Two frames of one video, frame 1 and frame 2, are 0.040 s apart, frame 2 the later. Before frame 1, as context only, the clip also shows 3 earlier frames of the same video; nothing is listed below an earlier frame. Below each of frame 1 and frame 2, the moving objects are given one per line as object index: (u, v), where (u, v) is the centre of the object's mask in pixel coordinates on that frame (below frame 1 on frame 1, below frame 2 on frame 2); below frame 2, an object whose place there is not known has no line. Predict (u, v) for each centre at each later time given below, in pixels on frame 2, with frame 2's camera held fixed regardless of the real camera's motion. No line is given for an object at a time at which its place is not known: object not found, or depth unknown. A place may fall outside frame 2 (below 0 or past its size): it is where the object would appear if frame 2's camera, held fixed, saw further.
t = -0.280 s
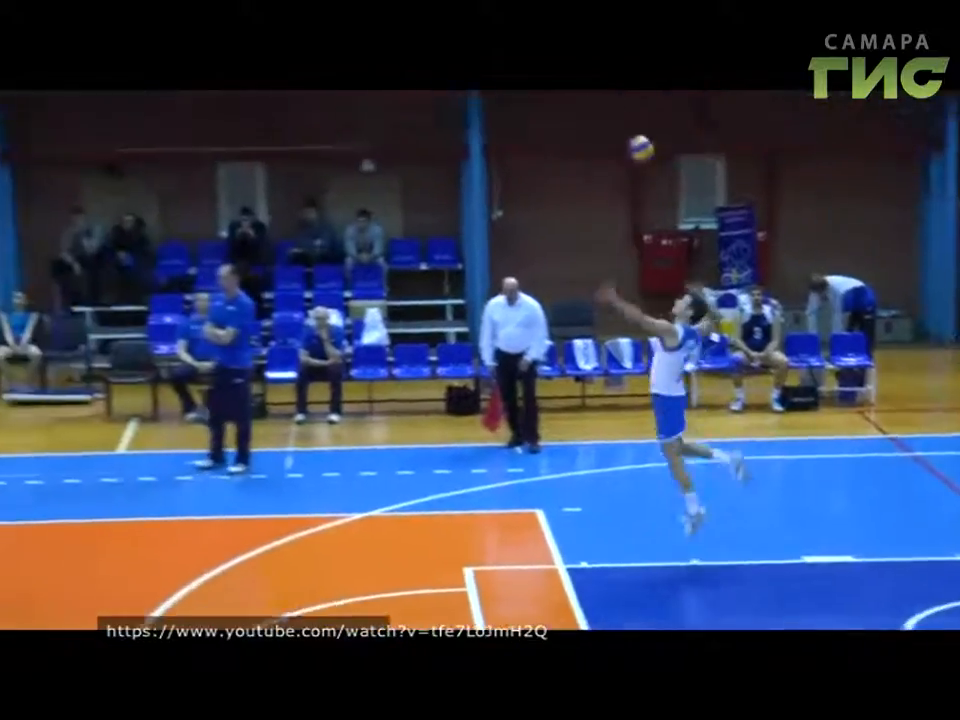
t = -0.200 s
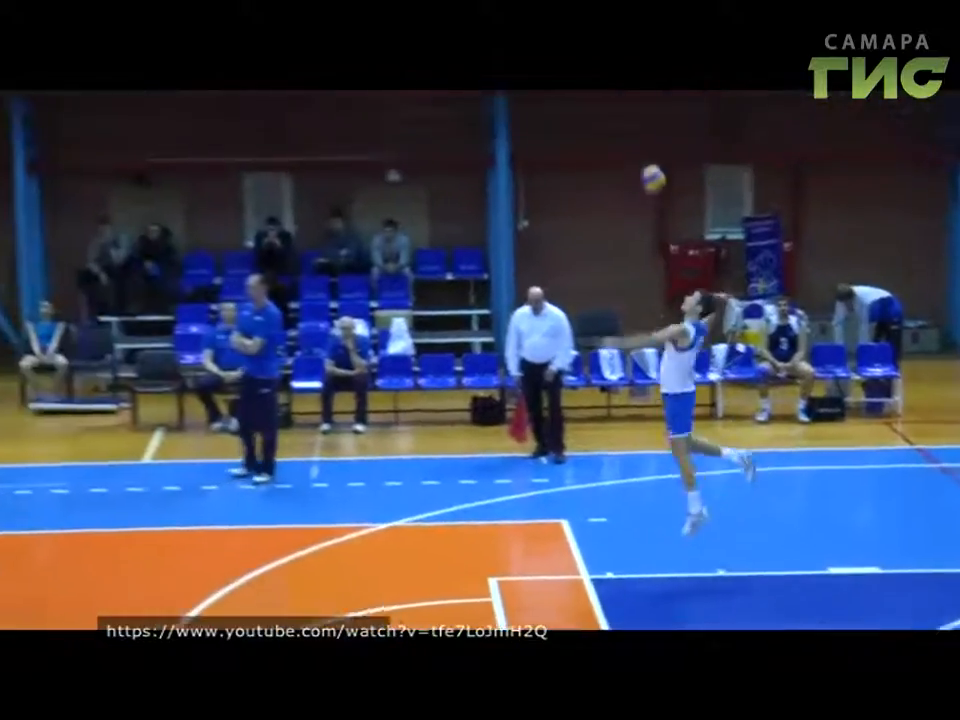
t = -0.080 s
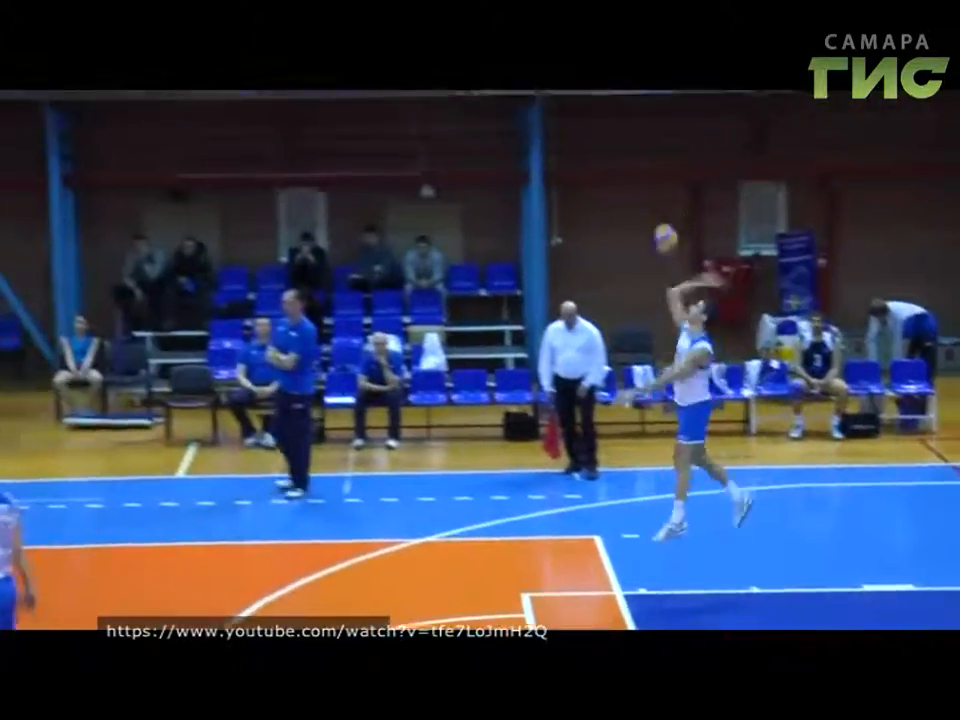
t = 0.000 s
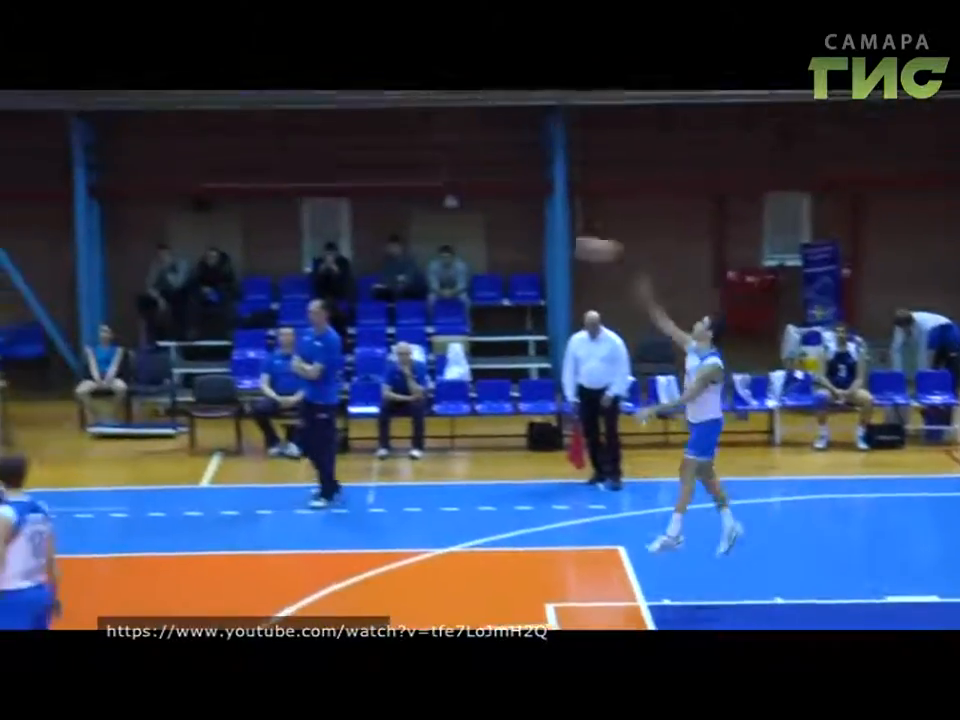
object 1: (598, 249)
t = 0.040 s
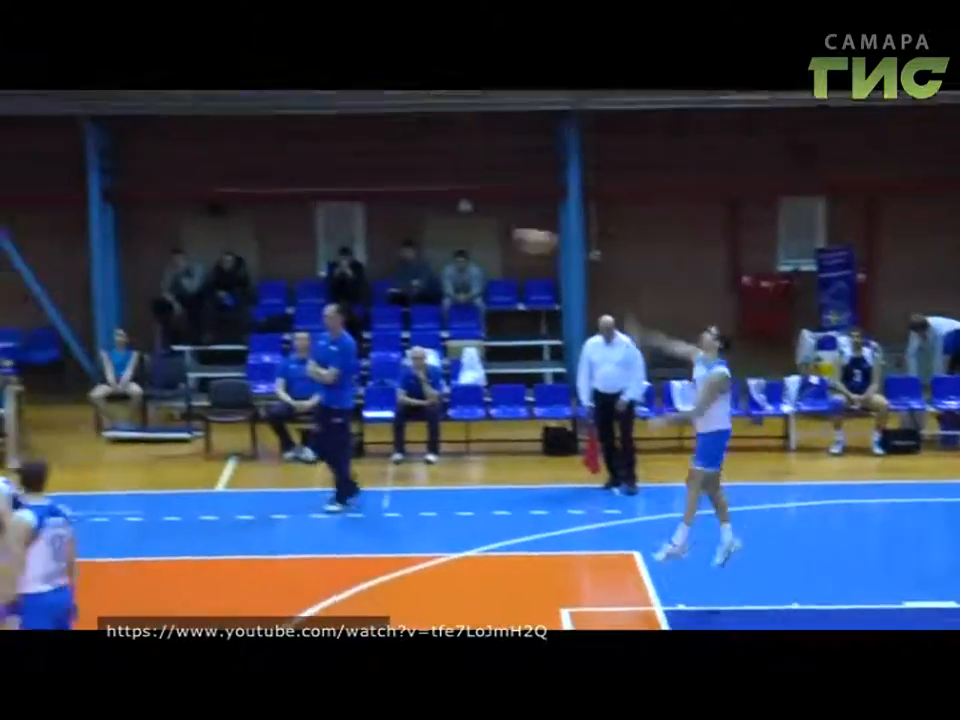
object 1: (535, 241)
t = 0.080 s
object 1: (459, 229)
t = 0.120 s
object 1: (383, 218)
